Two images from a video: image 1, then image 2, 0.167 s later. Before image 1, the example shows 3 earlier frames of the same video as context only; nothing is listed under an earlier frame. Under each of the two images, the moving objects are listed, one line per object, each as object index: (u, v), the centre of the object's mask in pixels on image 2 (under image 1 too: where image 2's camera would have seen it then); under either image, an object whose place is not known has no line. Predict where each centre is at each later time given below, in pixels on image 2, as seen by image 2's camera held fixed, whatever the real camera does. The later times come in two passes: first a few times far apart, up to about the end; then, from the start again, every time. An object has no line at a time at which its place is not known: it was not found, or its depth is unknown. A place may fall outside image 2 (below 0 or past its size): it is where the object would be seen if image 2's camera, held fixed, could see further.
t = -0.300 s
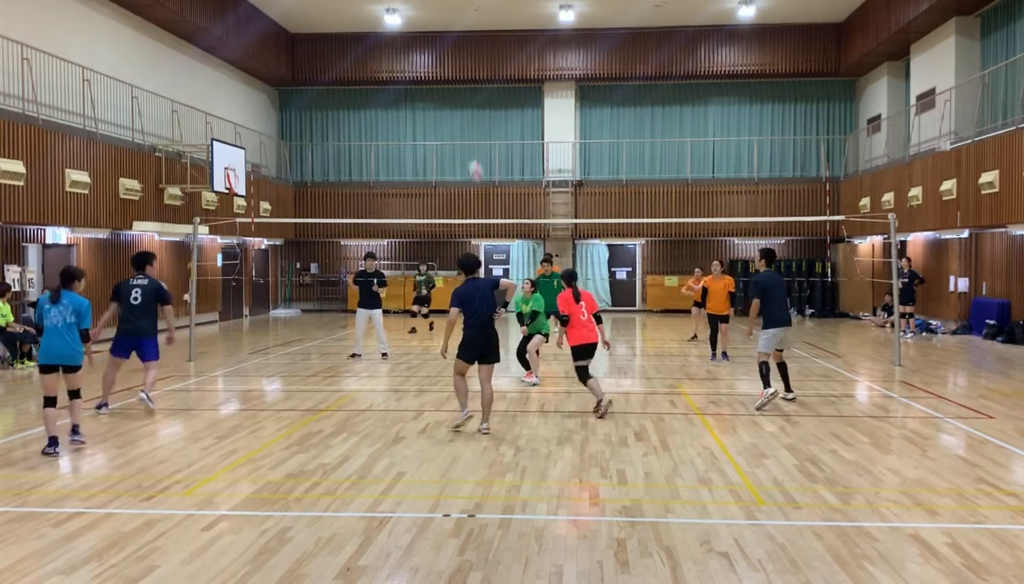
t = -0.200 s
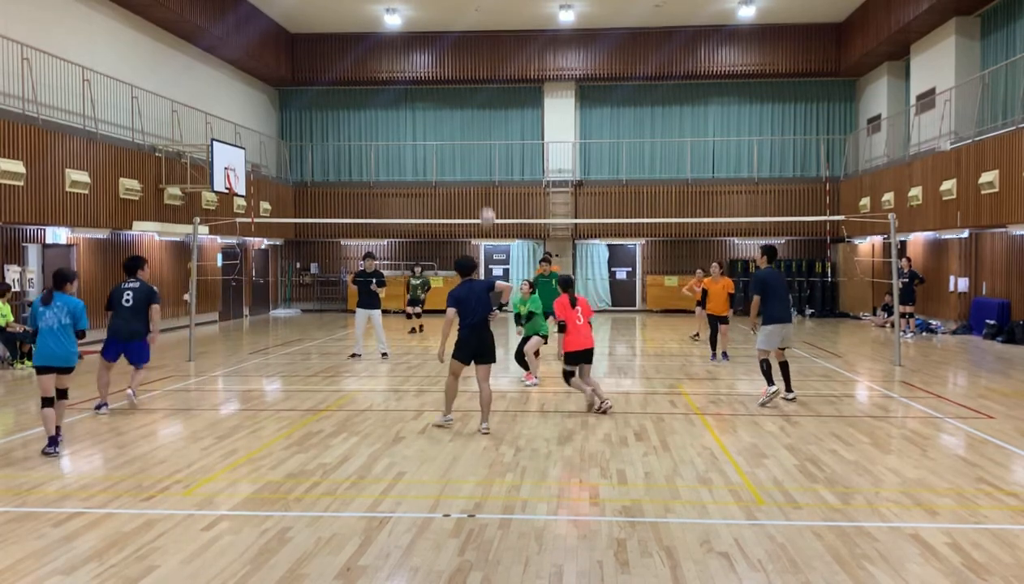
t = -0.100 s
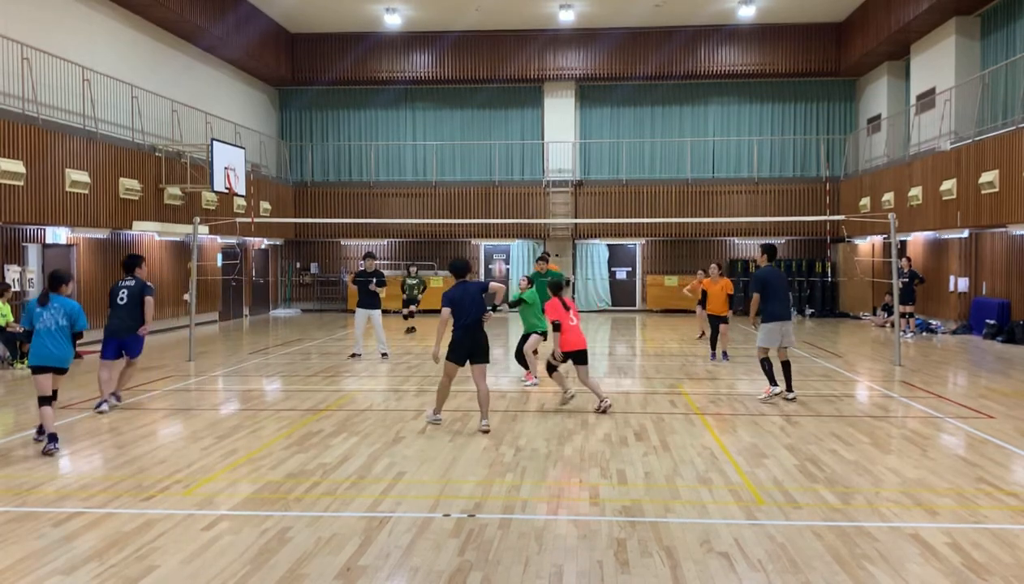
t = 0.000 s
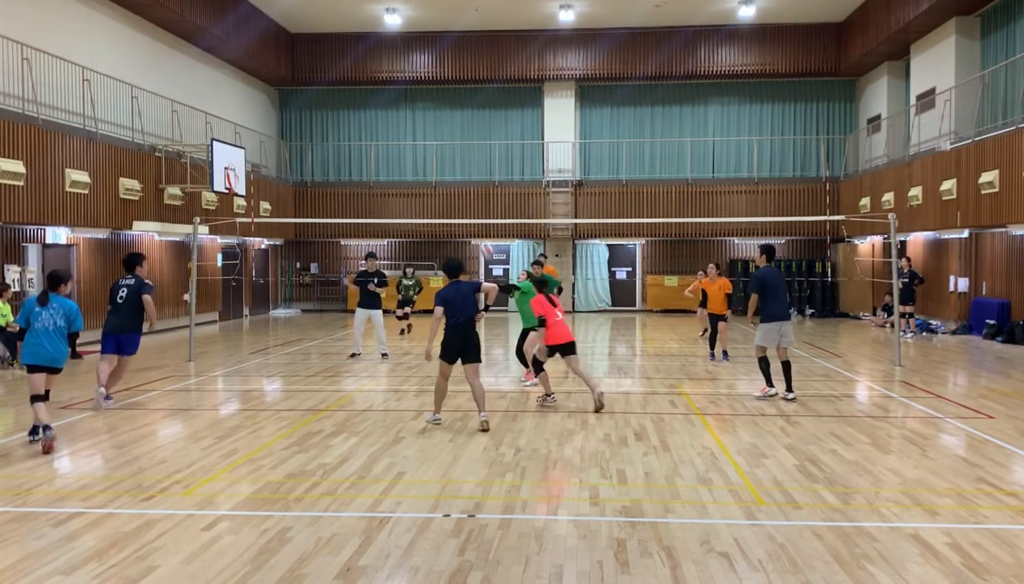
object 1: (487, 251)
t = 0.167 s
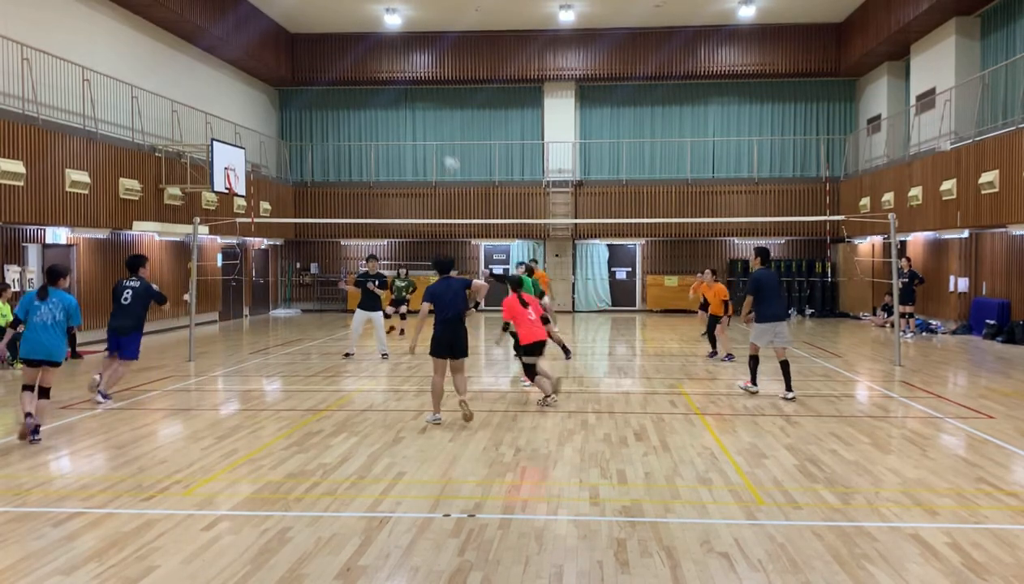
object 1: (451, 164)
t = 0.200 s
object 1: (444, 151)
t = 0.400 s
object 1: (404, 89)
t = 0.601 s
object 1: (368, 59)
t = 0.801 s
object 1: (333, 60)
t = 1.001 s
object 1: (302, 87)
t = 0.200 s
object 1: (444, 151)
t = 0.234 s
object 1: (437, 137)
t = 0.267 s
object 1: (430, 126)
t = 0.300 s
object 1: (423, 115)
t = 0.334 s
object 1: (417, 105)
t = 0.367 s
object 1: (411, 97)
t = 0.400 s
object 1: (404, 89)
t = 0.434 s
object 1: (398, 82)
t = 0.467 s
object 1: (391, 75)
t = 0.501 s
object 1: (385, 70)
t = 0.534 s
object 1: (379, 66)
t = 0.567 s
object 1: (374, 62)
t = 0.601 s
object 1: (368, 59)
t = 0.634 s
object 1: (361, 57)
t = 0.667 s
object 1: (356, 56)
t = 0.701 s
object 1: (350, 56)
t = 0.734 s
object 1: (344, 56)
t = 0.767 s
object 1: (338, 58)
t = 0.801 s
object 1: (333, 60)
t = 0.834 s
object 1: (327, 63)
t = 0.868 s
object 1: (322, 66)
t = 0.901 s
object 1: (317, 71)
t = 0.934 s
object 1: (312, 75)
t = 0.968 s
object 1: (307, 81)
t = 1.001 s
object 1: (302, 87)
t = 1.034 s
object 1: (297, 94)
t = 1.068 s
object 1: (292, 103)
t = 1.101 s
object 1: (287, 111)
